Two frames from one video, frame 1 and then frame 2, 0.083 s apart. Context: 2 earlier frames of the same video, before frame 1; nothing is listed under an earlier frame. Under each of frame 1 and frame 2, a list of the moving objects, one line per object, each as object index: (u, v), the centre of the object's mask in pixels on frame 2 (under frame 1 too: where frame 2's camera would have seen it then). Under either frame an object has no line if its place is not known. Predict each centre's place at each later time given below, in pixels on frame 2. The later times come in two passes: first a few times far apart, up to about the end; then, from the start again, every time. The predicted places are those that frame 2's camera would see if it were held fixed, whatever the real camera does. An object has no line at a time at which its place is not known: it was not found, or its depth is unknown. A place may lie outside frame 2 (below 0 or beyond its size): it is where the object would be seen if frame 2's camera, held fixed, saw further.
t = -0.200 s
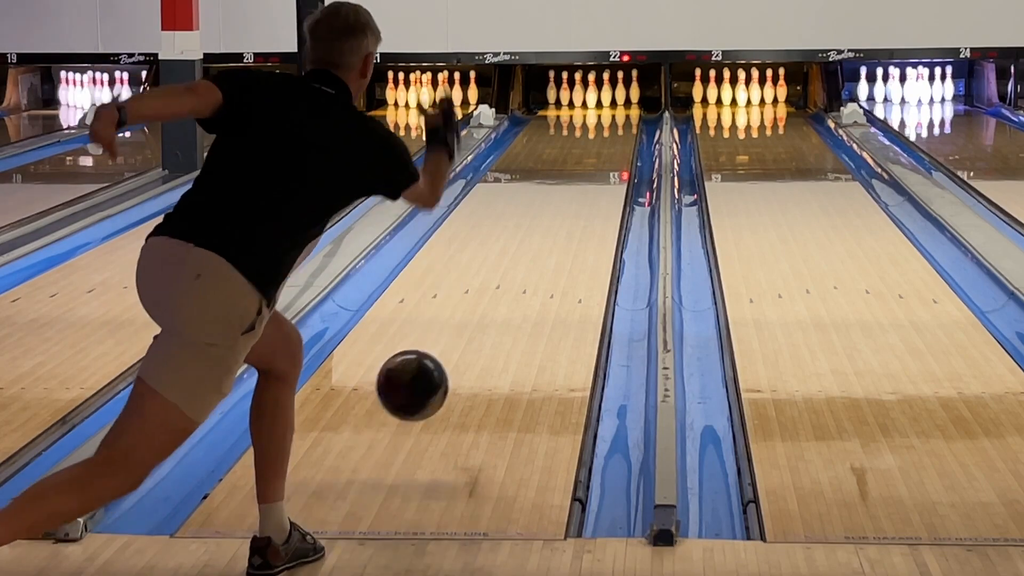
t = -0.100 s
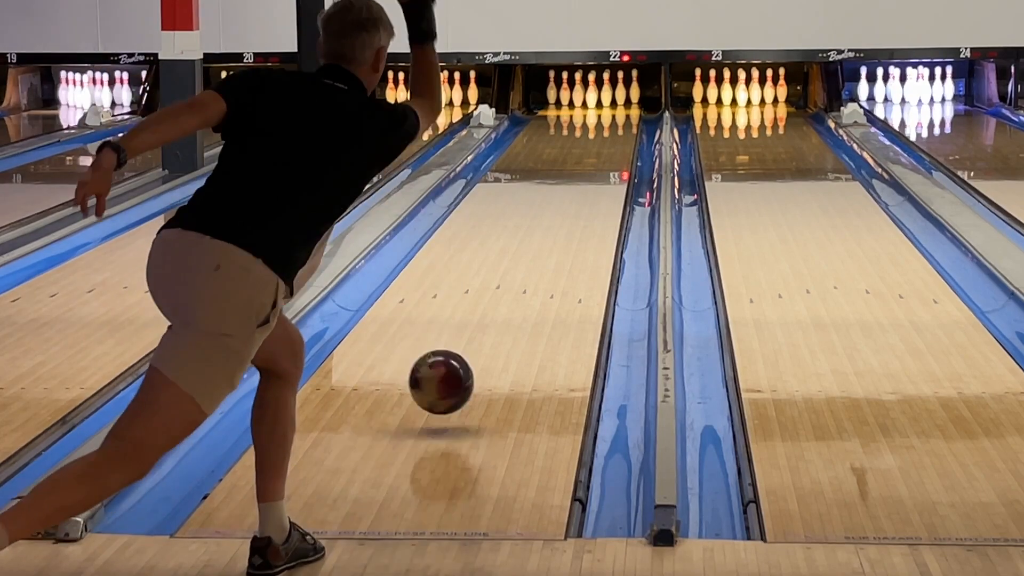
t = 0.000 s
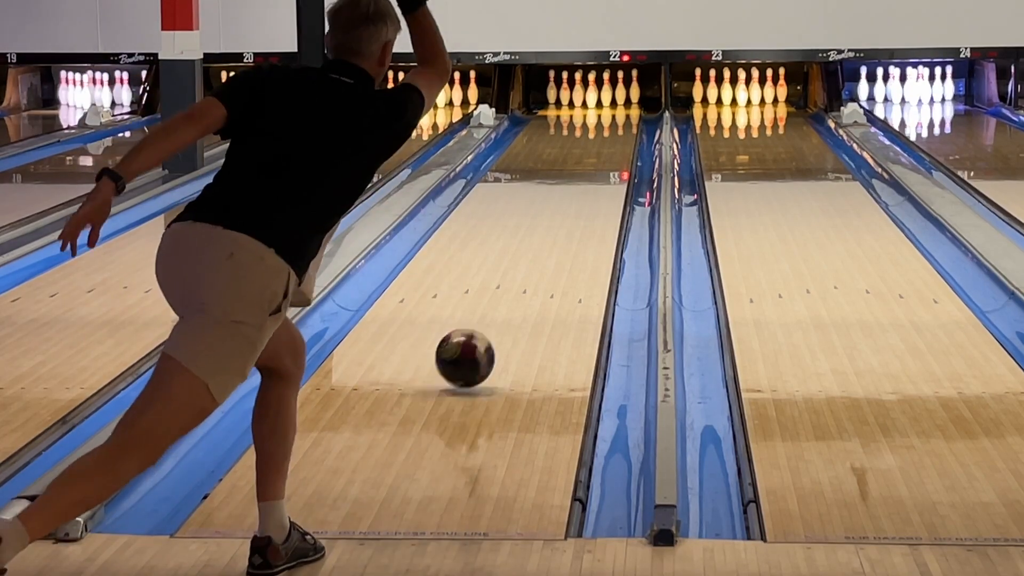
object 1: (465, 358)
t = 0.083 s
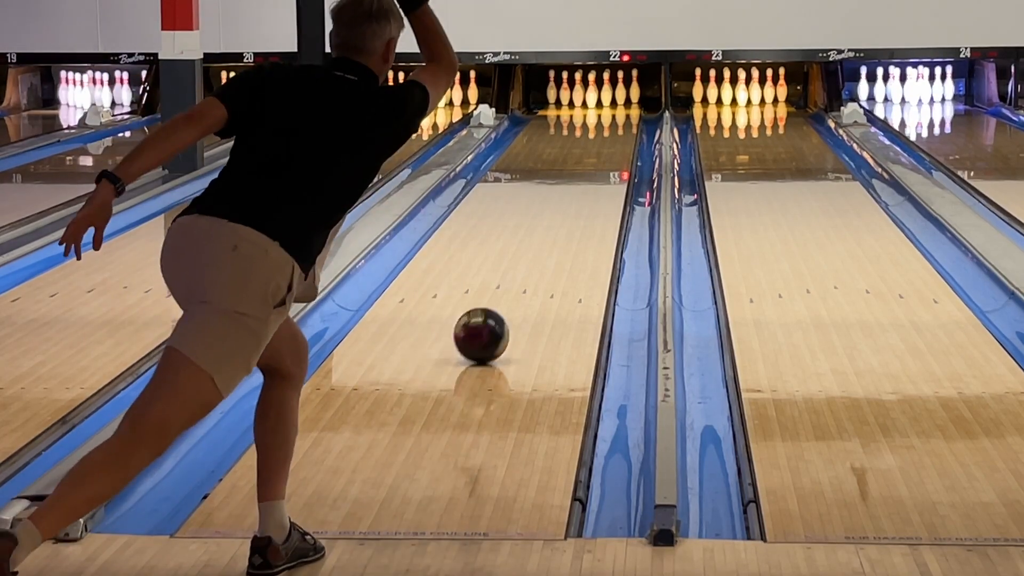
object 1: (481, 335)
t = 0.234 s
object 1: (506, 296)
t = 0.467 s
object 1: (534, 248)
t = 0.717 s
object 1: (556, 211)
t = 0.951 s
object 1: (571, 184)
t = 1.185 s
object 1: (583, 163)
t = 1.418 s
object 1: (591, 145)
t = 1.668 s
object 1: (599, 129)
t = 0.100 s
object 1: (484, 331)
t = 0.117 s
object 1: (487, 326)
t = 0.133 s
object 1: (490, 321)
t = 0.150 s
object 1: (493, 317)
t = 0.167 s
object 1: (495, 312)
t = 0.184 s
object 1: (498, 308)
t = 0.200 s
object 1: (501, 304)
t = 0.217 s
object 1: (503, 300)
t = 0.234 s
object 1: (506, 296)
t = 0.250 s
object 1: (508, 292)
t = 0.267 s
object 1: (510, 288)
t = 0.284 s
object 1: (513, 285)
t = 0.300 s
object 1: (515, 281)
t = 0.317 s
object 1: (517, 277)
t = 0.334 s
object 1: (519, 274)
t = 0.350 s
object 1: (521, 271)
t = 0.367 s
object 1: (523, 267)
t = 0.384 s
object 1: (525, 264)
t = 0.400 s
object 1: (527, 261)
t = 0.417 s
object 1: (529, 257)
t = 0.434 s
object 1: (531, 254)
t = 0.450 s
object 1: (532, 251)
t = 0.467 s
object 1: (534, 248)
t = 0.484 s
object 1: (536, 246)
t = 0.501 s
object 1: (538, 243)
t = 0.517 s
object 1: (539, 240)
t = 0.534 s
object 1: (541, 237)
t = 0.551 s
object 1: (542, 235)
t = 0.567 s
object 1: (544, 232)
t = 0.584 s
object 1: (545, 230)
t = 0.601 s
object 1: (546, 227)
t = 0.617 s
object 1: (548, 225)
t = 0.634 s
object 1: (549, 222)
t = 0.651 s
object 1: (551, 220)
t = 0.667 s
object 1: (552, 218)
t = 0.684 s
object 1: (553, 215)
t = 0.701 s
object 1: (555, 213)
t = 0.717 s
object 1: (556, 211)
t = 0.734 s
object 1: (557, 209)
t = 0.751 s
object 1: (558, 207)
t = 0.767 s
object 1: (560, 205)
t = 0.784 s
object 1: (561, 203)
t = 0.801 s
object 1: (562, 201)
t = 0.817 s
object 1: (563, 199)
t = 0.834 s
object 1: (564, 197)
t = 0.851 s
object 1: (565, 195)
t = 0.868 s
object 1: (566, 193)
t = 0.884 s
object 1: (567, 191)
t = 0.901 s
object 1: (568, 189)
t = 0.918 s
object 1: (569, 188)
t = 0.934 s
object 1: (570, 186)
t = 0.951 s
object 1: (571, 184)
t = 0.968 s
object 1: (572, 183)
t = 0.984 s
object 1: (573, 181)
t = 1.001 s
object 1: (574, 179)
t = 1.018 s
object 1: (575, 177)
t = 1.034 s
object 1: (576, 176)
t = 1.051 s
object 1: (577, 174)
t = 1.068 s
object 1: (577, 173)
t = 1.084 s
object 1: (578, 171)
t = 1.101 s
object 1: (579, 170)
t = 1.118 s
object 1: (580, 168)
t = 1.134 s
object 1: (580, 167)
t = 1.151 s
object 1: (581, 165)
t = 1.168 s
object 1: (582, 164)
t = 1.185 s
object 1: (583, 163)
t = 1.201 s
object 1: (583, 161)
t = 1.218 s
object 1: (584, 160)
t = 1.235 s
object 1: (585, 159)
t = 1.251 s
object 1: (585, 157)
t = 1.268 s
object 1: (586, 156)
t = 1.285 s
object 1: (587, 155)
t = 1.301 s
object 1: (587, 153)
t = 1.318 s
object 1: (588, 152)
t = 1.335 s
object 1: (589, 151)
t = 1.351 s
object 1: (589, 150)
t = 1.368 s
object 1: (590, 149)
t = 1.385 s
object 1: (590, 147)
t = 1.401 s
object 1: (591, 146)
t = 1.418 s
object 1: (591, 145)
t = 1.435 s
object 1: (592, 144)
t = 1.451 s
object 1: (592, 143)
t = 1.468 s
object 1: (593, 142)
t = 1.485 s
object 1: (594, 140)
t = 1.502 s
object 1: (594, 139)
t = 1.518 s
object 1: (595, 138)
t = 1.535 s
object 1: (595, 137)
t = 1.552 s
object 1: (596, 136)
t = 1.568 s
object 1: (596, 135)
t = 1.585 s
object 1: (597, 134)
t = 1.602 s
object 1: (597, 133)
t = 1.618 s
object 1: (598, 132)
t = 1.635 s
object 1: (598, 131)
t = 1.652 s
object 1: (599, 130)
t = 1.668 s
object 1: (599, 129)
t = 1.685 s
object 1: (599, 128)
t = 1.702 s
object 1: (599, 128)
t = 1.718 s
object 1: (600, 127)
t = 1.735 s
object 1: (600, 126)
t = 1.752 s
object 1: (600, 125)
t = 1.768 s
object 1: (601, 124)
